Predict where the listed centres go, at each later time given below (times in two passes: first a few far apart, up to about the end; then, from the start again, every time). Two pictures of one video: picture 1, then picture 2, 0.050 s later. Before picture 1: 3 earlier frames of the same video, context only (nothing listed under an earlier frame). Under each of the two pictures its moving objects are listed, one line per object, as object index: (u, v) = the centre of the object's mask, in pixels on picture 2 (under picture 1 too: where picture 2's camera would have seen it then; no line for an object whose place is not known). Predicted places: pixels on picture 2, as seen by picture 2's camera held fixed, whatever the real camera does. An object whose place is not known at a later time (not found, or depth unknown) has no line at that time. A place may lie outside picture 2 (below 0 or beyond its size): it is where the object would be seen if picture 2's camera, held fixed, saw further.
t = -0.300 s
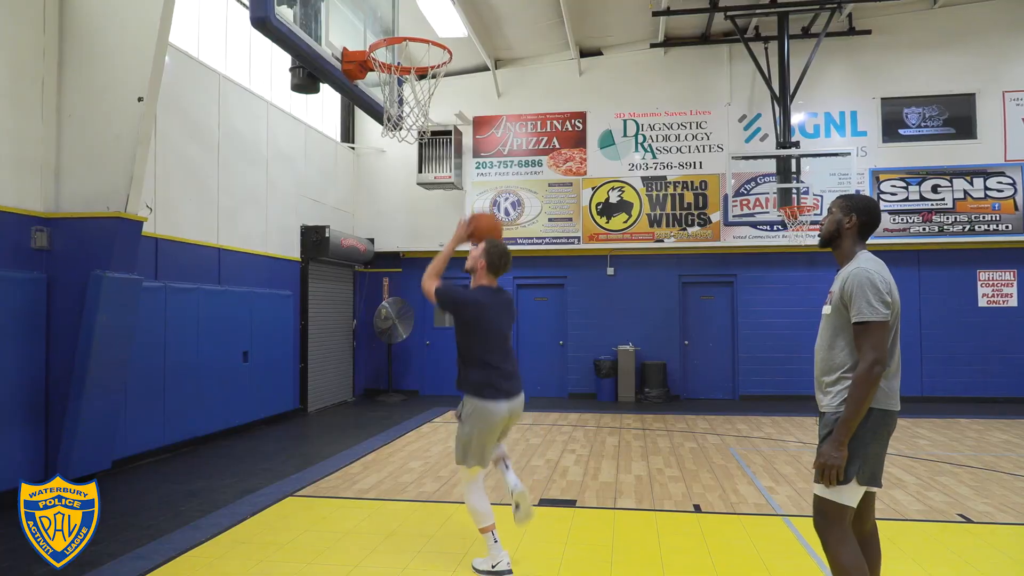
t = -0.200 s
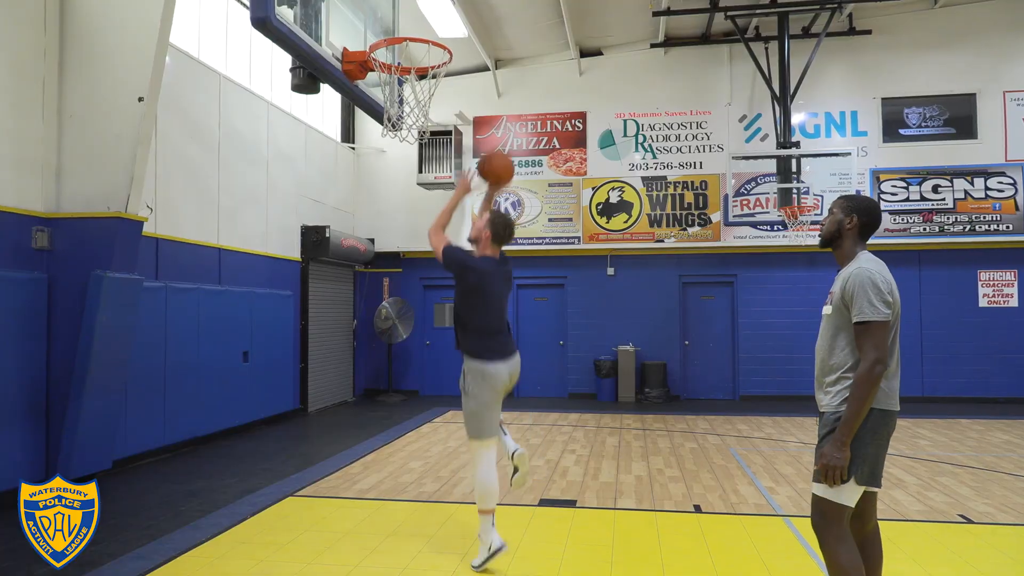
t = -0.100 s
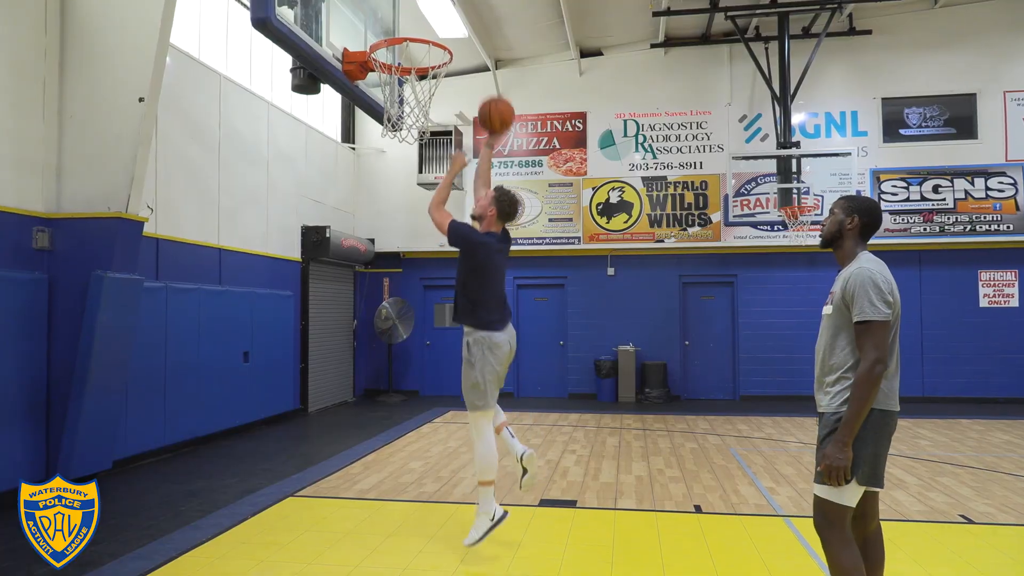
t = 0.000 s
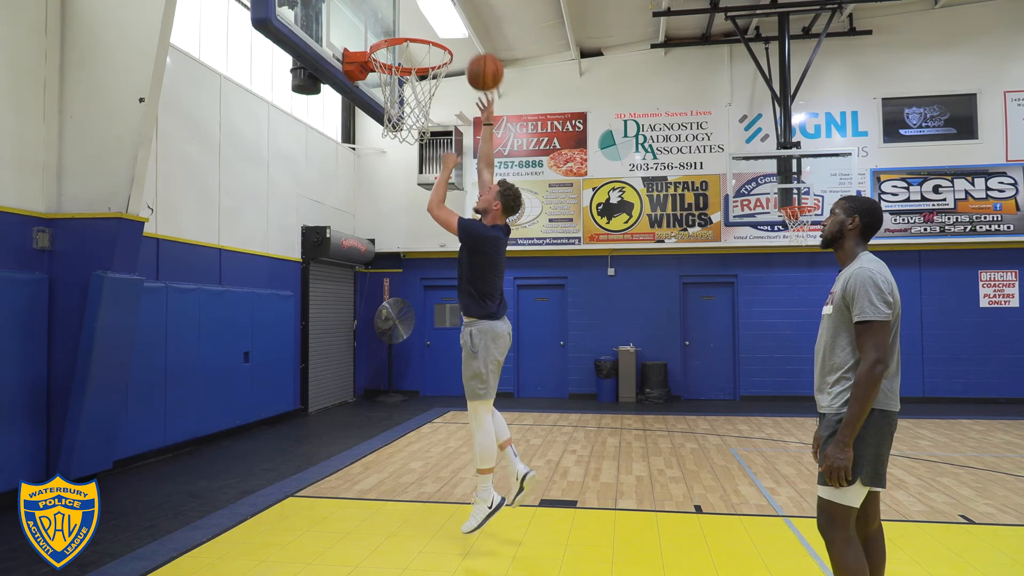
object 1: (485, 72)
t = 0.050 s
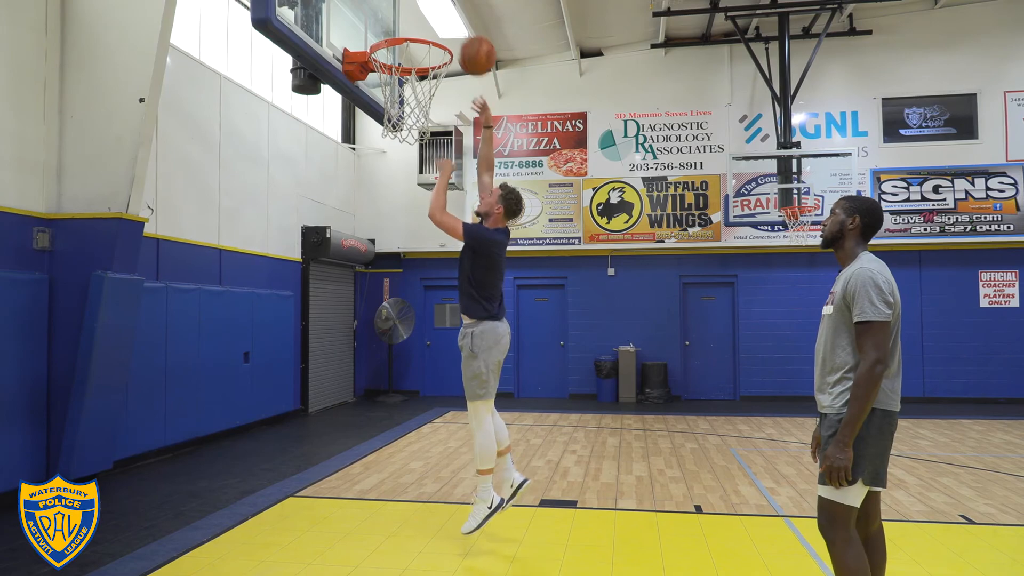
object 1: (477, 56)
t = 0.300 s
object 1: (435, 26)
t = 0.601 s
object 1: (390, 98)
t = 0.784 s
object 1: (383, 175)
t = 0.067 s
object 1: (475, 52)
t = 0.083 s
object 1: (472, 47)
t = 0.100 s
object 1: (469, 43)
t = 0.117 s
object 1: (467, 40)
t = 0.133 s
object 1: (464, 37)
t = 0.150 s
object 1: (461, 34)
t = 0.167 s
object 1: (458, 32)
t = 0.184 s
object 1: (456, 30)
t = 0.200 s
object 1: (453, 28)
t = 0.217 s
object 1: (450, 27)
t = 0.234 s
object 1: (447, 26)
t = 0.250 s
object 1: (444, 26)
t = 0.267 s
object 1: (441, 26)
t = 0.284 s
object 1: (438, 26)
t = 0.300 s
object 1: (435, 26)
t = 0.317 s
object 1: (432, 30)
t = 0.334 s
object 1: (429, 32)
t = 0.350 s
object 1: (426, 35)
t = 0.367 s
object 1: (423, 38)
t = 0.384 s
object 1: (420, 42)
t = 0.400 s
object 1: (417, 46)
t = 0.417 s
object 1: (414, 51)
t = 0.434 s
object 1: (411, 57)
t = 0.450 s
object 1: (408, 62)
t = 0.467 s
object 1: (404, 66)
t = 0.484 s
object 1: (402, 71)
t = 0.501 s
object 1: (400, 75)
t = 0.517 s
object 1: (397, 80)
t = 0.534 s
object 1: (396, 84)
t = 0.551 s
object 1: (394, 87)
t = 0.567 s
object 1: (393, 92)
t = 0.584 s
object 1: (391, 95)
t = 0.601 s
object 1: (390, 98)
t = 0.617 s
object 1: (390, 103)
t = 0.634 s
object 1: (390, 110)
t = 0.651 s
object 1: (388, 117)
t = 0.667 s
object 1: (388, 122)
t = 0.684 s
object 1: (387, 126)
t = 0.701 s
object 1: (387, 132)
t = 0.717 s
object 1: (387, 140)
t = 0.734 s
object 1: (386, 149)
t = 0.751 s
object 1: (385, 157)
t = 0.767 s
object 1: (384, 166)
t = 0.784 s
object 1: (383, 175)
